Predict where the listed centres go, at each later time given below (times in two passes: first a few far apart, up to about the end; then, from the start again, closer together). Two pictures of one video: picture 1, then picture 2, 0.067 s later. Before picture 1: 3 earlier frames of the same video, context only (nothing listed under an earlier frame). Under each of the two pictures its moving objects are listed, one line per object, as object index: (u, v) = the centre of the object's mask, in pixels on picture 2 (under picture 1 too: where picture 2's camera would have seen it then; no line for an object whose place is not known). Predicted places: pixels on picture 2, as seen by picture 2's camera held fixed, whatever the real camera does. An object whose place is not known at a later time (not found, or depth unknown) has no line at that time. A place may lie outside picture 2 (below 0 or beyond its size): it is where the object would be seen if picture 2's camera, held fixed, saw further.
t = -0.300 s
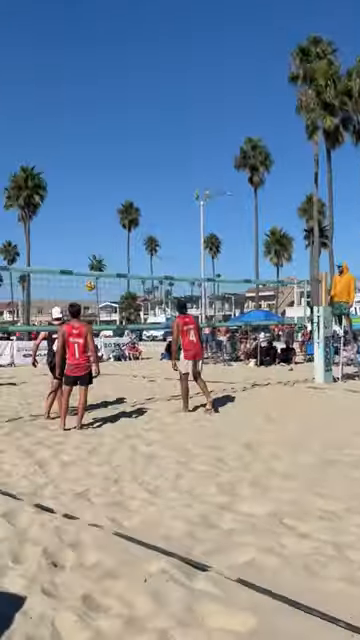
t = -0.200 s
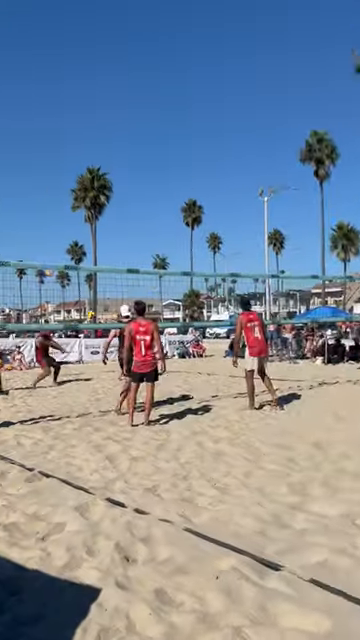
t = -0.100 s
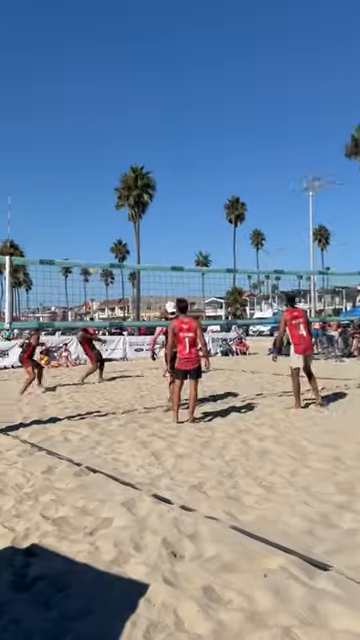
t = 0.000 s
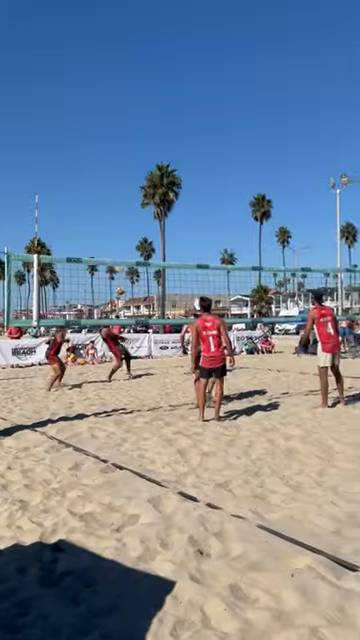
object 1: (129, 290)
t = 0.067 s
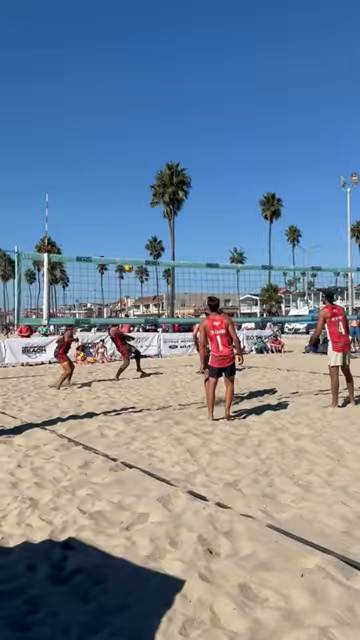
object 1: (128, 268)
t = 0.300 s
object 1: (123, 200)
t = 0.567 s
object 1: (117, 141)
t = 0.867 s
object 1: (110, 104)
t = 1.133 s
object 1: (104, 107)
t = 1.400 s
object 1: (100, 160)
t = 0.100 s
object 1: (128, 268)
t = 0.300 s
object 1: (123, 200)
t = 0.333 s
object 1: (123, 191)
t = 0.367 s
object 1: (122, 183)
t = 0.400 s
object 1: (121, 175)
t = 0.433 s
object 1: (120, 167)
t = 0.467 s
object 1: (119, 160)
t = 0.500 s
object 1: (119, 152)
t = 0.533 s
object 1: (118, 147)
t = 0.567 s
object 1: (117, 141)
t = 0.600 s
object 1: (116, 134)
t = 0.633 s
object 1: (116, 129)
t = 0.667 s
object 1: (114, 124)
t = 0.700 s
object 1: (114, 120)
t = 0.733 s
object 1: (112, 115)
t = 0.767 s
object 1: (112, 111)
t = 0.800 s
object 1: (111, 108)
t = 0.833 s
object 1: (110, 107)
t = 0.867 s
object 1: (110, 104)
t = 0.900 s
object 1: (109, 102)
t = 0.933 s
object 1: (107, 101)
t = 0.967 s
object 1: (107, 100)
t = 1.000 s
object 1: (107, 103)
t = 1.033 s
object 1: (106, 101)
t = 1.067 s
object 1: (104, 103)
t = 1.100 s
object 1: (103, 105)
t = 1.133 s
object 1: (104, 107)
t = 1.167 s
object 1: (102, 111)
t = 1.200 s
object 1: (102, 115)
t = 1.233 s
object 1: (102, 121)
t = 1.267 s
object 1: (101, 126)
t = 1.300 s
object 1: (101, 133)
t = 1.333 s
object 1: (100, 141)
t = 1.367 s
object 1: (101, 150)
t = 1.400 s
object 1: (100, 160)
